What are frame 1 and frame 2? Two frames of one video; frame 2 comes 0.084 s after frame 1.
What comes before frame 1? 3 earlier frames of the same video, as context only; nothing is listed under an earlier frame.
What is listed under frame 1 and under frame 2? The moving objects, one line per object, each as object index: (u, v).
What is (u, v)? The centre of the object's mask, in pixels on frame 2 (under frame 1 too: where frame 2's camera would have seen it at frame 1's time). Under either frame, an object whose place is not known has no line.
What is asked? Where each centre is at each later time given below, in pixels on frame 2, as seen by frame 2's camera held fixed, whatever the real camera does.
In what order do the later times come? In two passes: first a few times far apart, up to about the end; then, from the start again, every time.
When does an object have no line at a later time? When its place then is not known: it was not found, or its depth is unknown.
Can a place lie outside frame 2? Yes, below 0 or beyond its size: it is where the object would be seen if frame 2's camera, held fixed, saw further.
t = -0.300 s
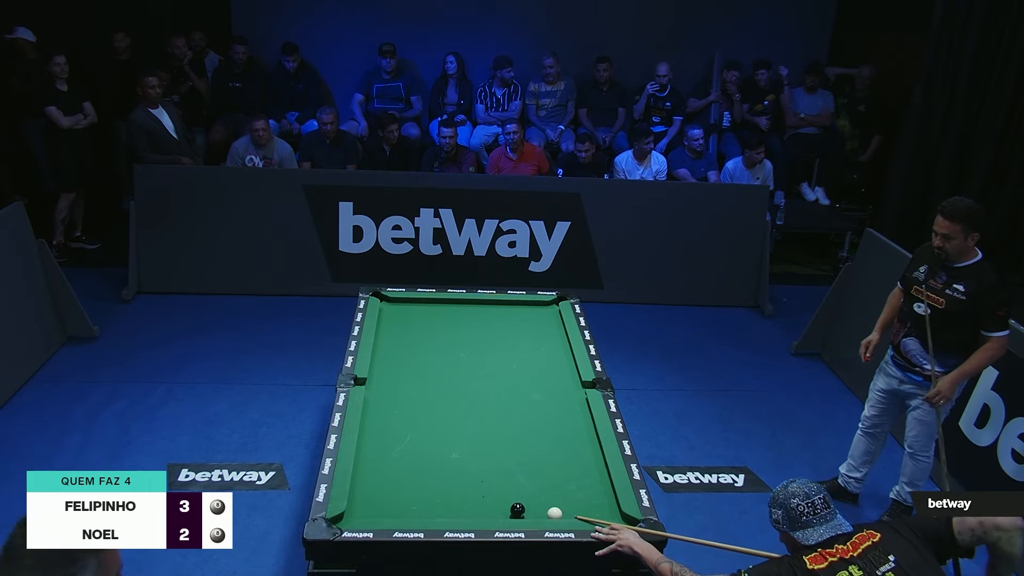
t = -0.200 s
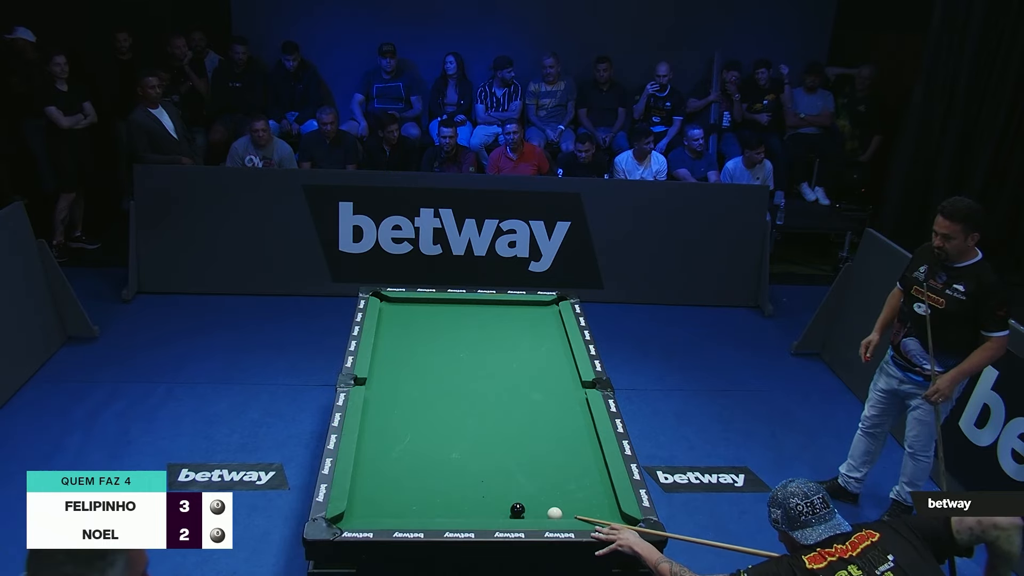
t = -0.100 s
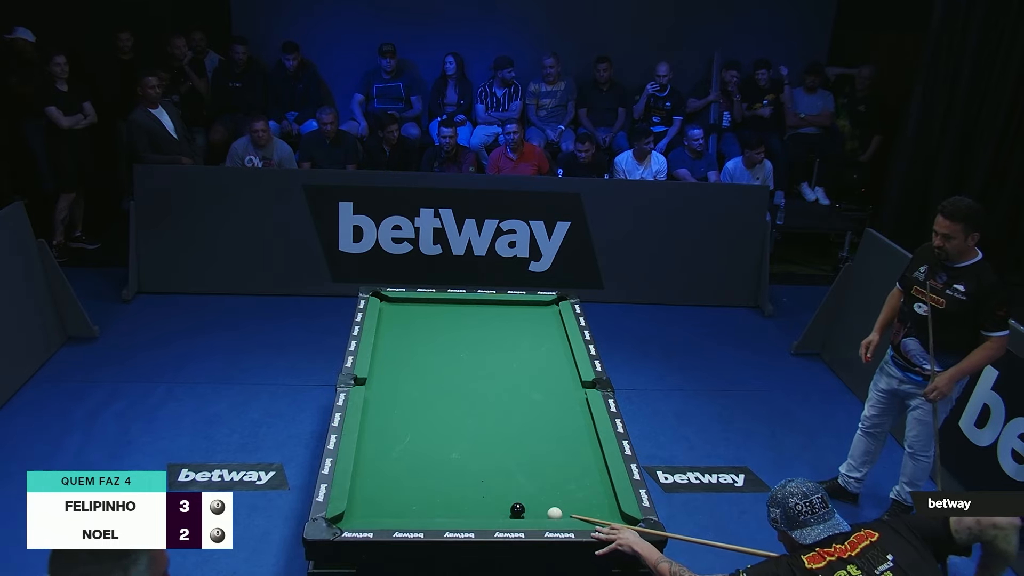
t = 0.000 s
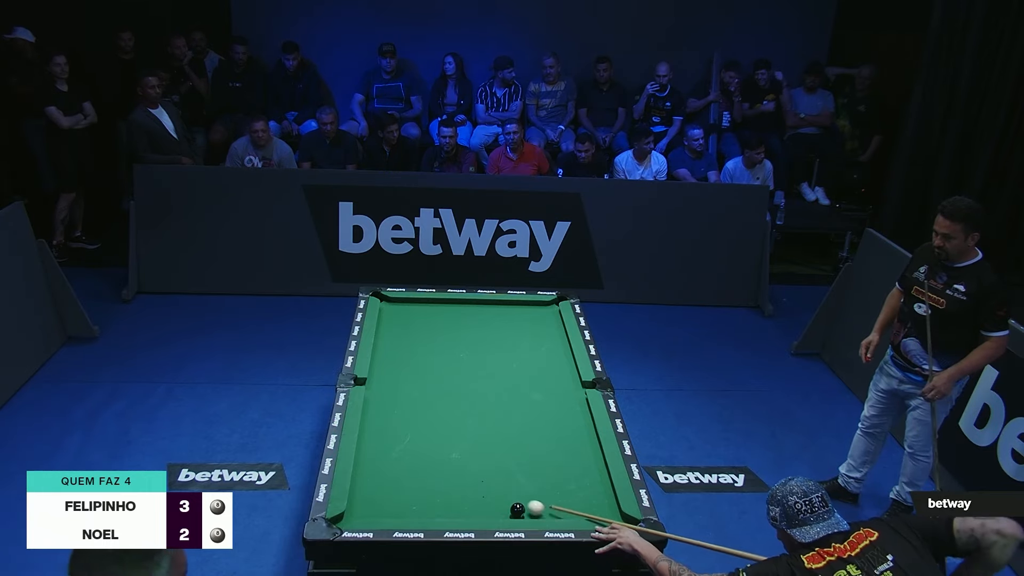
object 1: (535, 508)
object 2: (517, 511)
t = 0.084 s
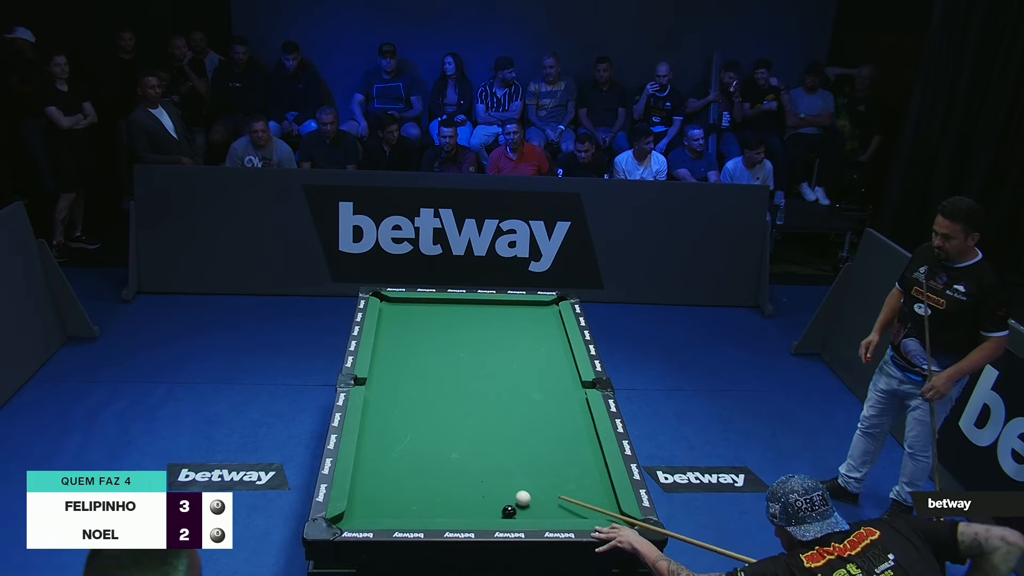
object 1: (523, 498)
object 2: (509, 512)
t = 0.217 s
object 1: (507, 484)
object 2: (496, 514)
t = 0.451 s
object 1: (483, 460)
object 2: (477, 514)
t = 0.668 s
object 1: (463, 440)
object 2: (462, 513)
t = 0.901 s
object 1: (443, 421)
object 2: (447, 512)
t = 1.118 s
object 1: (427, 405)
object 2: (435, 511)
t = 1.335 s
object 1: (412, 390)
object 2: (424, 509)
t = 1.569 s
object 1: (398, 376)
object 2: (414, 508)
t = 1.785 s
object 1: (386, 364)
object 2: (407, 506)
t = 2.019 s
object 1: (378, 352)
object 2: (401, 505)
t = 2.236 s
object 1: (386, 344)
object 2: (397, 504)
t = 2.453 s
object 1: (393, 336)
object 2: (394, 503)
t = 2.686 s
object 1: (399, 329)
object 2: (392, 503)
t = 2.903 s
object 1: (405, 323)
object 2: (392, 503)
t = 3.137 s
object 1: (410, 316)
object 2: (392, 503)
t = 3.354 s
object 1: (415, 311)
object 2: (392, 503)
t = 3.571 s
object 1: (419, 307)
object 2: (392, 503)
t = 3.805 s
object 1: (423, 303)
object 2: (392, 503)
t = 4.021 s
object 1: (427, 303)
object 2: (392, 503)
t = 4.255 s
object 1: (430, 305)
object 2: (392, 503)
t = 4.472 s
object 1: (432, 306)
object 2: (392, 503)
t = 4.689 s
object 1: (433, 307)
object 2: (392, 503)
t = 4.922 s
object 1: (434, 308)
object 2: (392, 503)
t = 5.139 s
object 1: (435, 309)
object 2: (392, 503)
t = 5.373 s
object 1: (435, 309)
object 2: (392, 503)
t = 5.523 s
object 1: (435, 309)
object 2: (392, 503)
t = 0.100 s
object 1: (521, 497)
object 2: (507, 512)
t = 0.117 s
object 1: (519, 495)
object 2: (505, 513)
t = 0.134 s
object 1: (517, 493)
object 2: (504, 513)
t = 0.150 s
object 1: (515, 491)
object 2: (502, 513)
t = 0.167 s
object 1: (513, 489)
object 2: (500, 513)
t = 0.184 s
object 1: (511, 487)
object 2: (499, 513)
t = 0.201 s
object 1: (509, 486)
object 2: (498, 514)
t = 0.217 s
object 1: (507, 484)
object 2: (496, 514)
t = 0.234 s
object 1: (506, 482)
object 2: (495, 514)
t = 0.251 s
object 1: (504, 480)
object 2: (493, 514)
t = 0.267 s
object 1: (502, 478)
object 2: (492, 515)
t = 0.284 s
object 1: (500, 477)
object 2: (490, 515)
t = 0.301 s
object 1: (499, 475)
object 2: (489, 515)
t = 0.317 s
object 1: (497, 473)
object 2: (487, 515)
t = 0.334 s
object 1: (495, 471)
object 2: (486, 515)
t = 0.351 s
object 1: (493, 470)
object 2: (485, 515)
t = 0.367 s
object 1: (491, 468)
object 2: (484, 514)
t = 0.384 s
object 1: (490, 466)
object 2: (482, 514)
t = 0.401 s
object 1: (488, 465)
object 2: (481, 514)
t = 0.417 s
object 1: (486, 463)
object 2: (480, 514)
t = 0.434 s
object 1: (485, 461)
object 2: (478, 514)
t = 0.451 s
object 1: (483, 460)
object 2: (477, 514)
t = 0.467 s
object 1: (482, 458)
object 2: (476, 514)
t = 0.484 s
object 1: (480, 457)
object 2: (475, 514)
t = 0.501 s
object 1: (478, 455)
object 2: (473, 514)
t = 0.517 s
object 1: (477, 454)
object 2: (472, 514)
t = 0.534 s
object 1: (475, 452)
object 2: (471, 513)
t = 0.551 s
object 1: (474, 450)
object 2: (470, 513)
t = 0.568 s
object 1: (472, 449)
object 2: (469, 513)
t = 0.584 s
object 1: (471, 447)
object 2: (468, 513)
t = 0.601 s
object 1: (469, 446)
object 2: (466, 513)
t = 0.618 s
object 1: (468, 444)
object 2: (465, 513)
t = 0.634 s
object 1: (466, 443)
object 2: (464, 513)
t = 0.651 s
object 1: (464, 442)
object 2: (463, 513)
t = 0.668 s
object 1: (463, 440)
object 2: (462, 513)
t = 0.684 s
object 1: (462, 439)
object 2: (461, 513)
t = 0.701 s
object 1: (460, 437)
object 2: (460, 513)
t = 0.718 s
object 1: (459, 436)
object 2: (459, 513)
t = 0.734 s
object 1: (457, 434)
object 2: (457, 512)
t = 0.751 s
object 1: (456, 433)
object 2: (456, 512)
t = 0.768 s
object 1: (454, 432)
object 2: (455, 512)
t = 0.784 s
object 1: (453, 430)
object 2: (454, 512)
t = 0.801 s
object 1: (452, 429)
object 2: (453, 512)
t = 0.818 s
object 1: (450, 427)
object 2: (452, 512)
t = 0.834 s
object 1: (449, 426)
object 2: (451, 512)
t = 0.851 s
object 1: (447, 425)
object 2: (450, 512)
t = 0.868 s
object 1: (446, 423)
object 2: (449, 512)
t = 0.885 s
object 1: (445, 422)
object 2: (448, 512)
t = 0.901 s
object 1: (443, 421)
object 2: (447, 512)
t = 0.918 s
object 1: (442, 419)
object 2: (446, 512)
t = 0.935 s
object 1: (441, 418)
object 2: (445, 511)
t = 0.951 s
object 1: (440, 417)
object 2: (444, 511)
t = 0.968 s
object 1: (438, 416)
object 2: (443, 511)
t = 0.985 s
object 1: (437, 414)
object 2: (442, 511)
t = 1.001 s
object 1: (436, 413)
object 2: (441, 511)
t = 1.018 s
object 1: (435, 412)
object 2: (440, 511)
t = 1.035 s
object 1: (433, 411)
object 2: (439, 511)
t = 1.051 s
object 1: (432, 409)
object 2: (438, 511)
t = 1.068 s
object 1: (431, 408)
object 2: (437, 511)
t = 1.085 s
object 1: (430, 407)
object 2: (436, 511)
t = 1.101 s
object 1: (428, 406)
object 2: (435, 511)
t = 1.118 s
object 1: (427, 405)
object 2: (435, 511)
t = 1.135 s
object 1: (426, 404)
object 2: (434, 511)
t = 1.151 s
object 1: (425, 402)
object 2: (433, 510)
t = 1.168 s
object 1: (424, 401)
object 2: (432, 511)
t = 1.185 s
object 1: (423, 400)
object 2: (431, 510)
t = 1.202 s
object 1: (421, 399)
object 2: (430, 510)
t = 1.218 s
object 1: (420, 398)
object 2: (429, 510)
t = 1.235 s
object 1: (419, 397)
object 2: (429, 510)
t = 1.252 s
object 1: (418, 396)
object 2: (428, 510)
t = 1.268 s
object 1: (417, 394)
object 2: (427, 510)
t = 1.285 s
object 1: (416, 393)
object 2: (426, 510)
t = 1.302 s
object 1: (414, 392)
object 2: (425, 510)
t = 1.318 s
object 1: (413, 391)
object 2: (425, 510)
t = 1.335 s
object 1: (412, 390)
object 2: (424, 509)
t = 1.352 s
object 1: (411, 389)
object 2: (423, 509)
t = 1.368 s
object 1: (410, 388)
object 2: (422, 509)
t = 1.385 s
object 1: (409, 387)
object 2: (422, 509)
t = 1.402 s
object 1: (408, 386)
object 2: (421, 509)
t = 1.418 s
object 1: (407, 385)
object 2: (420, 509)
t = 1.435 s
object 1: (406, 384)
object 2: (420, 509)
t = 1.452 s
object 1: (405, 383)
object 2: (419, 509)
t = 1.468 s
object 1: (404, 382)
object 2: (418, 509)
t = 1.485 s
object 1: (403, 381)
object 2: (418, 508)
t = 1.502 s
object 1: (402, 380)
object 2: (417, 508)
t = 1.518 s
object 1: (401, 379)
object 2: (416, 508)
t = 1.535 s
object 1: (400, 378)
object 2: (416, 508)
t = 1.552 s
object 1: (399, 377)
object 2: (415, 508)
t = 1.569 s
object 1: (398, 376)
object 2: (414, 508)
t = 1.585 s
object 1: (397, 375)
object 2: (414, 508)
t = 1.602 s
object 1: (396, 374)
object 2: (413, 508)
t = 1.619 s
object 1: (395, 373)
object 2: (413, 507)
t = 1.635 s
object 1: (394, 372)
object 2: (412, 507)
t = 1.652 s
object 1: (393, 371)
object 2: (411, 507)
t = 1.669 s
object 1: (392, 370)
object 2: (411, 507)
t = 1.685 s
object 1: (391, 369)
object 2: (410, 507)
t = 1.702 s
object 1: (390, 369)
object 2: (410, 507)
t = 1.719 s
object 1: (389, 368)
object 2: (409, 507)
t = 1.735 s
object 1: (388, 367)
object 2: (409, 507)
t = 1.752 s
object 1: (387, 366)
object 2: (408, 506)
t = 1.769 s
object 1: (387, 365)
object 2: (408, 506)
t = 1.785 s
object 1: (386, 364)
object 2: (407, 506)
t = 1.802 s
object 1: (385, 363)
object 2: (407, 506)
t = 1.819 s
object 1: (384, 362)
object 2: (406, 506)
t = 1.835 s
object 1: (383, 361)
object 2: (406, 506)
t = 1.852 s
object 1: (382, 360)
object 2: (405, 506)
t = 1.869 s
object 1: (381, 359)
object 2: (405, 506)
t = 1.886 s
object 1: (381, 359)
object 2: (404, 506)
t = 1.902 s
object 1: (380, 358)
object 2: (404, 506)
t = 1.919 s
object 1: (379, 357)
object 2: (403, 505)
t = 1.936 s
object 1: (378, 356)
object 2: (403, 505)
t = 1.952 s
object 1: (377, 355)
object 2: (402, 505)
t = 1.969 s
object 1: (376, 354)
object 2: (402, 505)
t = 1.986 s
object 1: (377, 354)
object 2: (402, 505)
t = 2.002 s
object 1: (377, 353)
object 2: (401, 505)
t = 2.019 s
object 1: (378, 352)
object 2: (401, 505)
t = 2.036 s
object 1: (379, 352)
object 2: (400, 505)
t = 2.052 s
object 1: (379, 351)
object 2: (400, 505)
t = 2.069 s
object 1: (380, 350)
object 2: (400, 505)
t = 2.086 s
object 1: (380, 350)
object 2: (399, 505)
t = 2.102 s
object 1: (381, 349)
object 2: (399, 504)
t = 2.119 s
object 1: (382, 348)
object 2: (399, 504)
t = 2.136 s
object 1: (382, 348)
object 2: (398, 504)
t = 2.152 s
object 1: (383, 347)
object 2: (398, 504)
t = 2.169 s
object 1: (383, 346)
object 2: (398, 504)
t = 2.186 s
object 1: (384, 346)
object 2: (398, 504)
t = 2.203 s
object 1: (385, 345)
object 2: (397, 504)
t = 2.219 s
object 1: (385, 345)
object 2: (397, 504)
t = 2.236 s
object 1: (386, 344)
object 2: (397, 504)
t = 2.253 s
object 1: (386, 343)
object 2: (396, 504)
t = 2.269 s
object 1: (387, 343)
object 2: (396, 504)
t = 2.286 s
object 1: (387, 342)
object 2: (396, 504)
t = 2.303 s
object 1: (388, 342)
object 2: (396, 504)
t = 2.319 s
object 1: (388, 341)
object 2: (395, 504)
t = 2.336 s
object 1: (389, 340)
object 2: (395, 504)
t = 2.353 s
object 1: (389, 340)
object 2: (395, 503)
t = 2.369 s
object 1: (390, 339)
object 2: (395, 503)
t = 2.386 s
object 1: (390, 339)
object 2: (394, 503)
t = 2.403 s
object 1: (391, 338)
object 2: (394, 503)
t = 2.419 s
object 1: (392, 337)
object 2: (394, 503)
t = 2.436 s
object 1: (392, 337)
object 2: (394, 503)
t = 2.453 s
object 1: (393, 336)
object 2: (394, 503)
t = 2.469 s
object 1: (393, 336)
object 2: (394, 503)
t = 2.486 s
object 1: (394, 335)
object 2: (393, 503)
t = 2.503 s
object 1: (394, 335)
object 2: (393, 503)
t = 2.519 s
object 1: (395, 334)
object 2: (393, 503)
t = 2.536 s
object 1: (395, 334)
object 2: (393, 503)
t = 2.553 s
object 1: (396, 333)
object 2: (393, 503)
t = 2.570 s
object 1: (396, 332)
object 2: (393, 503)
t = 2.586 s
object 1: (396, 332)
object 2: (393, 503)
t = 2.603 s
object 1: (397, 331)
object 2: (393, 503)
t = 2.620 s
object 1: (397, 331)
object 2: (393, 503)
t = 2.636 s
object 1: (398, 330)
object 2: (393, 503)
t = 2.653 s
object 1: (398, 330)
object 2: (392, 503)
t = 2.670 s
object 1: (399, 329)
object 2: (392, 503)
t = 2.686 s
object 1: (399, 329)
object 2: (392, 503)
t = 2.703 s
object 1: (400, 328)
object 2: (392, 503)
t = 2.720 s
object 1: (400, 328)
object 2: (392, 503)
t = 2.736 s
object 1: (401, 327)
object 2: (392, 503)
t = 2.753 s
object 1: (401, 327)
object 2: (392, 503)
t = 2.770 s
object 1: (402, 326)
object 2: (392, 503)
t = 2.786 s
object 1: (402, 326)
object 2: (392, 503)
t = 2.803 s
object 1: (402, 325)
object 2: (392, 503)
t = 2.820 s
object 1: (403, 325)
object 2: (392, 503)
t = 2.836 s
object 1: (403, 324)
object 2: (392, 503)
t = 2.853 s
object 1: (404, 324)
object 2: (392, 503)
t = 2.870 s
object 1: (404, 323)
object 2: (392, 503)
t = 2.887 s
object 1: (405, 323)
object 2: (392, 503)
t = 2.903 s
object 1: (405, 323)
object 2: (392, 503)
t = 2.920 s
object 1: (405, 322)
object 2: (392, 503)
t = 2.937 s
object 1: (406, 321)
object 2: (392, 503)
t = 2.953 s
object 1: (406, 321)
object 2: (392, 503)
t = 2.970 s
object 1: (406, 321)
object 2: (392, 503)
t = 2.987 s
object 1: (407, 320)
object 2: (392, 503)
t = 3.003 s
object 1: (407, 320)
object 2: (392, 503)
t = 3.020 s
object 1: (408, 319)
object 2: (392, 503)
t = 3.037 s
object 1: (408, 319)
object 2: (392, 503)
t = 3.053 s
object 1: (408, 319)
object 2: (392, 503)
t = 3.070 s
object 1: (409, 318)
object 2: (392, 503)
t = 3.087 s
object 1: (409, 318)
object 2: (392, 503)
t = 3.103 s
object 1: (410, 317)
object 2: (392, 503)
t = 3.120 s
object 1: (410, 317)
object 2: (392, 503)
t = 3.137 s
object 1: (410, 316)
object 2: (392, 503)
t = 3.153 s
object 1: (411, 316)
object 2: (392, 503)
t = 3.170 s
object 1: (411, 316)
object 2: (392, 503)
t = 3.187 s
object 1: (411, 315)
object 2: (392, 503)
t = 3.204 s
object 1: (412, 315)
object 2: (392, 503)
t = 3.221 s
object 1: (412, 314)
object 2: (392, 503)
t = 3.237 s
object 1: (413, 314)
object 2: (392, 503)
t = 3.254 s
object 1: (413, 314)
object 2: (392, 503)
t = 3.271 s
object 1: (413, 313)
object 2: (392, 503)
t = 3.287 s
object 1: (414, 313)
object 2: (392, 503)
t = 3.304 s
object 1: (414, 313)
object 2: (392, 503)
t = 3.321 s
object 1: (414, 312)
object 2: (392, 503)
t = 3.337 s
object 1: (415, 312)
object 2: (392, 503)
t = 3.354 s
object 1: (415, 311)
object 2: (392, 503)
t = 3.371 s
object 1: (415, 311)
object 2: (392, 503)
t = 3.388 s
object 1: (416, 310)
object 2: (392, 503)
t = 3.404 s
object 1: (416, 310)
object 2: (392, 503)
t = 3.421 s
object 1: (416, 310)
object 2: (392, 503)
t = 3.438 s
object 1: (417, 310)
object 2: (392, 503)
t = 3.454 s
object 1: (417, 309)
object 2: (392, 503)
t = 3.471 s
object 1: (417, 309)
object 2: (392, 503)
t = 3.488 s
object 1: (418, 309)
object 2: (392, 503)
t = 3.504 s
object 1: (418, 308)
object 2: (392, 503)
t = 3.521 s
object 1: (418, 308)
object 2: (392, 503)
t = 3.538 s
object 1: (419, 308)
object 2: (392, 503)
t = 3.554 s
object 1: (419, 307)
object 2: (392, 503)
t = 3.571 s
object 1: (419, 307)
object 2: (392, 503)
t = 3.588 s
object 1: (420, 307)
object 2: (392, 503)
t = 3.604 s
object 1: (420, 306)
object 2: (392, 503)
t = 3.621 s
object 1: (420, 306)
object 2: (392, 503)
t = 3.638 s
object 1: (421, 306)
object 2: (392, 503)
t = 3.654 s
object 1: (421, 305)
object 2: (392, 503)
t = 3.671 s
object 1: (421, 305)
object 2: (392, 503)
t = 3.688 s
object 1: (421, 305)
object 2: (392, 503)
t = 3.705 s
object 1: (422, 304)
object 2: (392, 503)
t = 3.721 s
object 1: (422, 304)
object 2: (392, 503)
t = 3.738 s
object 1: (422, 304)
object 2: (392, 503)
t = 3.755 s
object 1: (423, 303)
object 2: (392, 503)
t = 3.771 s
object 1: (423, 303)
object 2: (392, 503)
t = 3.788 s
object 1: (423, 303)
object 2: (392, 503)
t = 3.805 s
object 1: (423, 303)
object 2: (392, 503)
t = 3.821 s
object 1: (424, 302)
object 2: (392, 503)
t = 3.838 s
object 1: (424, 302)
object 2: (392, 503)
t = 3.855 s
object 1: (424, 302)
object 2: (392, 503)
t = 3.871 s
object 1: (424, 302)
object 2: (392, 503)
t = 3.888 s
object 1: (425, 302)
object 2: (392, 503)
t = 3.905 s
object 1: (425, 302)
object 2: (392, 503)
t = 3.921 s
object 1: (425, 302)
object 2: (392, 503)
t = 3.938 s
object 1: (426, 302)
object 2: (392, 503)
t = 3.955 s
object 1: (426, 302)
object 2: (392, 503)
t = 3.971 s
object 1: (426, 302)
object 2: (392, 503)
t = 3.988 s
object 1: (426, 303)
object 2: (392, 503)
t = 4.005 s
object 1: (426, 303)
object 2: (392, 503)
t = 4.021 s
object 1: (427, 303)
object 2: (392, 503)
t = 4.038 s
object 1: (427, 303)
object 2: (392, 503)
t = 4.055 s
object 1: (427, 303)
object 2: (392, 503)
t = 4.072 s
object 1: (427, 303)
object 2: (392, 503)
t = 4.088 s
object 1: (428, 303)
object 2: (392, 503)
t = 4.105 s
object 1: (428, 304)
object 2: (392, 503)
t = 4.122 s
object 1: (428, 304)
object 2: (392, 503)
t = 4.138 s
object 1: (428, 304)
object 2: (392, 503)
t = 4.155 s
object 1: (429, 304)
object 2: (392, 503)
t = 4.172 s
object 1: (429, 304)
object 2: (392, 503)
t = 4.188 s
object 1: (429, 304)
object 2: (392, 503)
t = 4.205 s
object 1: (429, 304)
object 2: (392, 503)
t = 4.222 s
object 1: (429, 305)
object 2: (392, 503)
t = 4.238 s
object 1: (429, 305)
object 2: (392, 503)
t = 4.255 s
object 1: (430, 305)
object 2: (392, 503)
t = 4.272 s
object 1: (430, 305)
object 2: (392, 503)
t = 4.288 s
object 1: (430, 305)
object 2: (392, 503)
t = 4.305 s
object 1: (430, 305)
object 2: (392, 503)
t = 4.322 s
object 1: (430, 305)
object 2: (392, 503)
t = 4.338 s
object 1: (431, 305)
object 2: (392, 503)
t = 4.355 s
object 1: (431, 305)
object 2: (392, 503)
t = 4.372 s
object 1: (431, 306)
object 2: (392, 503)
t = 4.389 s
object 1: (431, 306)
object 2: (392, 503)
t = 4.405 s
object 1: (431, 306)
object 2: (392, 503)
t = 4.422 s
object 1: (431, 306)
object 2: (392, 503)
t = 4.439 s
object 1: (432, 306)
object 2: (392, 503)
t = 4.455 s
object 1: (432, 306)
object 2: (392, 503)
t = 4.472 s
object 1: (432, 306)
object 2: (392, 503)
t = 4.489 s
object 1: (432, 306)
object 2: (392, 503)
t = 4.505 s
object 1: (432, 306)
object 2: (392, 503)
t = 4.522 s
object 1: (432, 307)
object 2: (392, 503)
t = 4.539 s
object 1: (432, 307)
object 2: (392, 503)
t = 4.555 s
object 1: (432, 307)
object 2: (392, 503)
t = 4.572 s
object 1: (433, 307)
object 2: (392, 503)
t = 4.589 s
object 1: (433, 307)
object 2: (392, 503)
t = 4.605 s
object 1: (433, 307)
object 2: (392, 503)
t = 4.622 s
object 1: (433, 307)
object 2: (392, 503)
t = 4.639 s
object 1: (433, 307)
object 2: (392, 503)
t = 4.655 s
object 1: (433, 307)
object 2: (392, 503)
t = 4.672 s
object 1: (433, 307)
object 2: (392, 503)
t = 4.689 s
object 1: (433, 307)
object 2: (392, 503)
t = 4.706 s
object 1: (433, 307)
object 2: (392, 503)
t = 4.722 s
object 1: (434, 308)
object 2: (392, 503)
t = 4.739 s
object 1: (434, 308)
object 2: (392, 503)
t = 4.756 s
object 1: (434, 308)
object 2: (392, 503)
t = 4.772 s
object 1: (434, 308)
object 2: (392, 503)
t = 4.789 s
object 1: (434, 308)
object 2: (392, 503)
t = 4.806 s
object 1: (434, 308)
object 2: (392, 503)
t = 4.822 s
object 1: (434, 308)
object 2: (392, 503)
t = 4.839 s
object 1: (434, 308)
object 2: (392, 503)
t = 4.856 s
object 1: (434, 308)
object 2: (392, 503)
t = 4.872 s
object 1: (434, 308)
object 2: (392, 503)
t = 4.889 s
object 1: (434, 308)
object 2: (392, 503)
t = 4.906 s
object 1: (434, 308)
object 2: (392, 503)
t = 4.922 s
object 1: (434, 308)
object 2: (392, 503)
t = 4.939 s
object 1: (434, 308)
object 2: (392, 503)
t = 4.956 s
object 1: (434, 308)
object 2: (392, 503)
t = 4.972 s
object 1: (434, 308)
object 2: (392, 503)
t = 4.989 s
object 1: (434, 308)
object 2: (392, 503)
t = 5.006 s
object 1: (435, 308)
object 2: (392, 503)
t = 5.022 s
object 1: (435, 309)
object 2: (392, 503)
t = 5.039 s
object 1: (435, 309)
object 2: (392, 503)
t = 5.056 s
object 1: (435, 309)
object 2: (392, 503)
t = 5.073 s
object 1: (435, 309)
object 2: (392, 503)
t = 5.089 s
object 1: (435, 309)
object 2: (392, 503)
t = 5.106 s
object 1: (435, 309)
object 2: (392, 503)
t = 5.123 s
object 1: (435, 309)
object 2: (392, 503)
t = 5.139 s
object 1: (435, 309)
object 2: (392, 503)
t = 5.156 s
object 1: (435, 309)
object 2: (392, 503)
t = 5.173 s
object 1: (435, 309)
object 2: (392, 503)
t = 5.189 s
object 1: (435, 309)
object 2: (392, 503)
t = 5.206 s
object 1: (435, 309)
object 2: (392, 503)
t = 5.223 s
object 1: (435, 309)
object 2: (392, 503)
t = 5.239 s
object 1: (435, 309)
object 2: (392, 503)
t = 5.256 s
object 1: (435, 309)
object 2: (392, 503)
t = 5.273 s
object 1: (435, 309)
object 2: (392, 503)
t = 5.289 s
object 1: (435, 309)
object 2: (392, 503)
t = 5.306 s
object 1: (435, 309)
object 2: (392, 503)
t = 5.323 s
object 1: (435, 309)
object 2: (392, 503)
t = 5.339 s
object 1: (435, 309)
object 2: (392, 503)
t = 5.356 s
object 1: (435, 309)
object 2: (392, 503)
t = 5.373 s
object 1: (435, 309)
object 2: (392, 503)
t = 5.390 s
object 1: (435, 309)
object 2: (392, 503)
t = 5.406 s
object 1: (435, 309)
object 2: (392, 503)
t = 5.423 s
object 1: (435, 309)
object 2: (392, 503)
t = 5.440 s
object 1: (435, 309)
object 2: (392, 503)
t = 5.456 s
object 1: (435, 309)
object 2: (392, 503)
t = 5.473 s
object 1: (435, 309)
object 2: (392, 503)
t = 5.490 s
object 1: (435, 309)
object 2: (392, 503)
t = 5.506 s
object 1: (435, 309)
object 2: (392, 503)
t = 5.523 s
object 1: (435, 309)
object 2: (392, 503)
